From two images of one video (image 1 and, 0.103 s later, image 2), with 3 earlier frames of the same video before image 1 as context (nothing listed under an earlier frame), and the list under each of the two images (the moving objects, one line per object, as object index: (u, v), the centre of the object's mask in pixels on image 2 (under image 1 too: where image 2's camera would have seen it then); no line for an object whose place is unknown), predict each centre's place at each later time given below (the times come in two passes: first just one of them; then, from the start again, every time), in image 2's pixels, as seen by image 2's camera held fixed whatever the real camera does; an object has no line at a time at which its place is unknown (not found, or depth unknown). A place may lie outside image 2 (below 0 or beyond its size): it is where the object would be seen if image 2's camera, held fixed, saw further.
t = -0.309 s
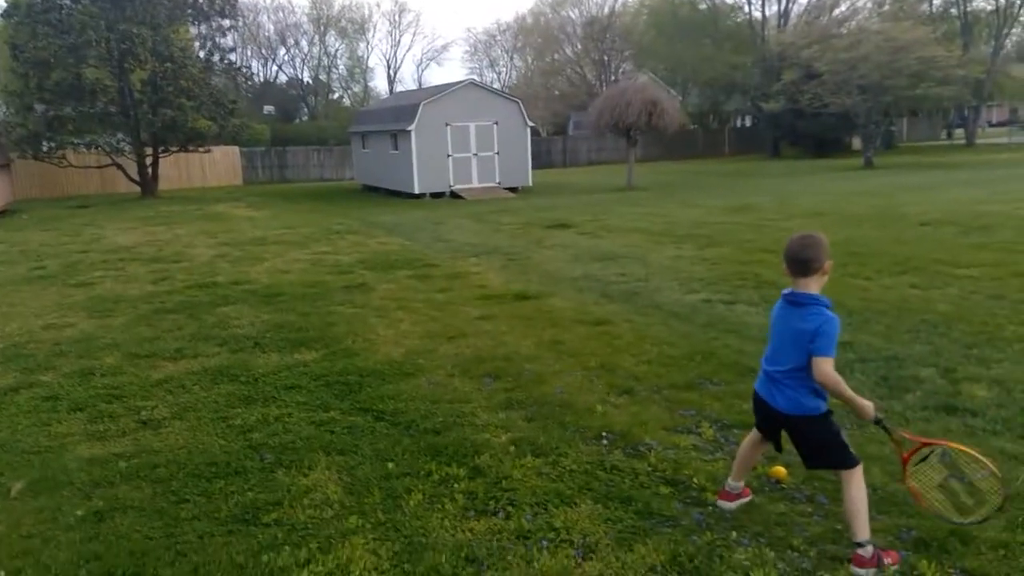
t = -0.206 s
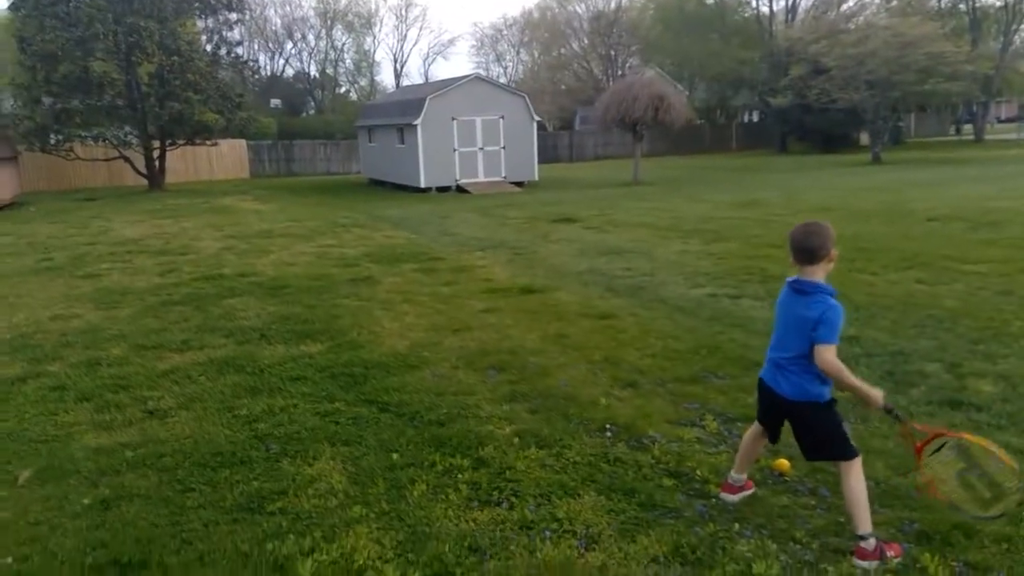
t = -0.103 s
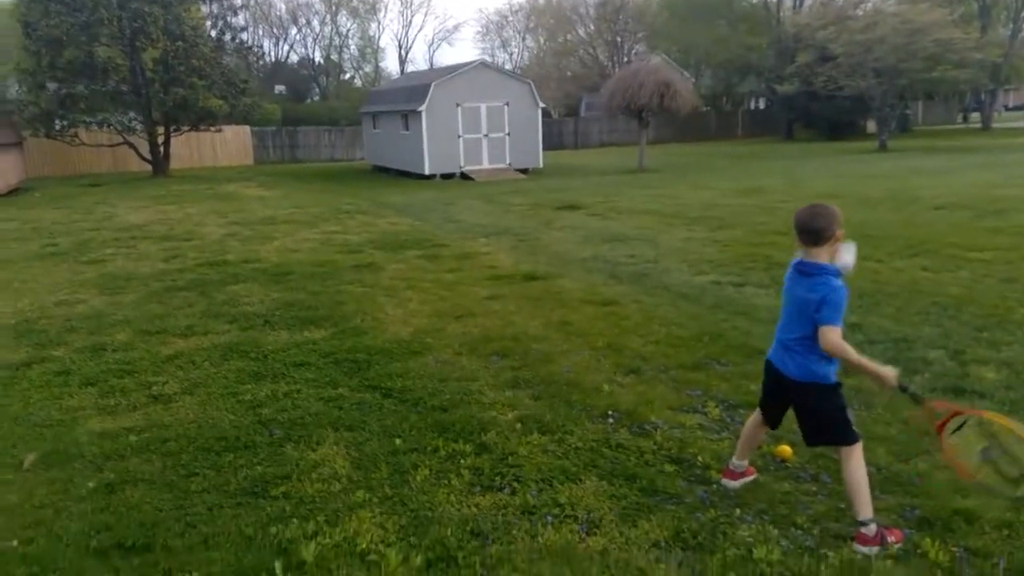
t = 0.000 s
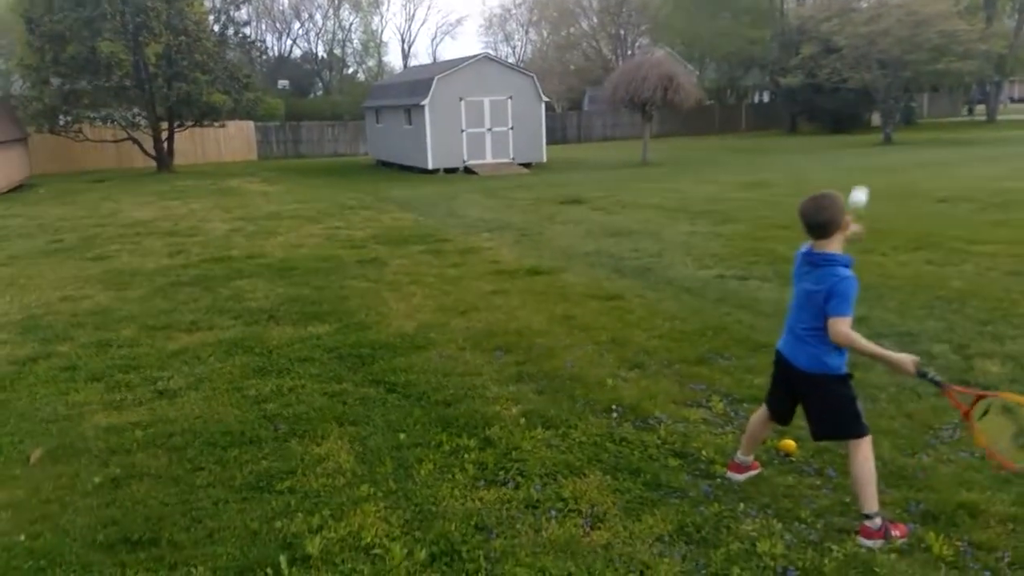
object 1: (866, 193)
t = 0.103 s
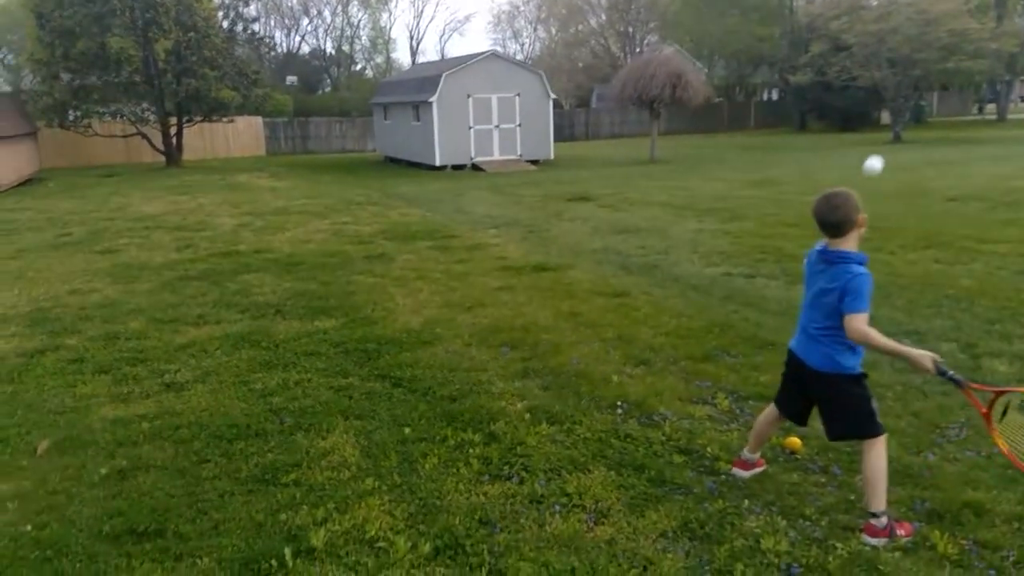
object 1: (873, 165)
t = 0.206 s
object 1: (878, 160)
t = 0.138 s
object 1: (875, 161)
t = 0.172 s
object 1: (877, 159)
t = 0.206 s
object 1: (878, 160)
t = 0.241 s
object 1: (880, 163)
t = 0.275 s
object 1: (883, 178)
